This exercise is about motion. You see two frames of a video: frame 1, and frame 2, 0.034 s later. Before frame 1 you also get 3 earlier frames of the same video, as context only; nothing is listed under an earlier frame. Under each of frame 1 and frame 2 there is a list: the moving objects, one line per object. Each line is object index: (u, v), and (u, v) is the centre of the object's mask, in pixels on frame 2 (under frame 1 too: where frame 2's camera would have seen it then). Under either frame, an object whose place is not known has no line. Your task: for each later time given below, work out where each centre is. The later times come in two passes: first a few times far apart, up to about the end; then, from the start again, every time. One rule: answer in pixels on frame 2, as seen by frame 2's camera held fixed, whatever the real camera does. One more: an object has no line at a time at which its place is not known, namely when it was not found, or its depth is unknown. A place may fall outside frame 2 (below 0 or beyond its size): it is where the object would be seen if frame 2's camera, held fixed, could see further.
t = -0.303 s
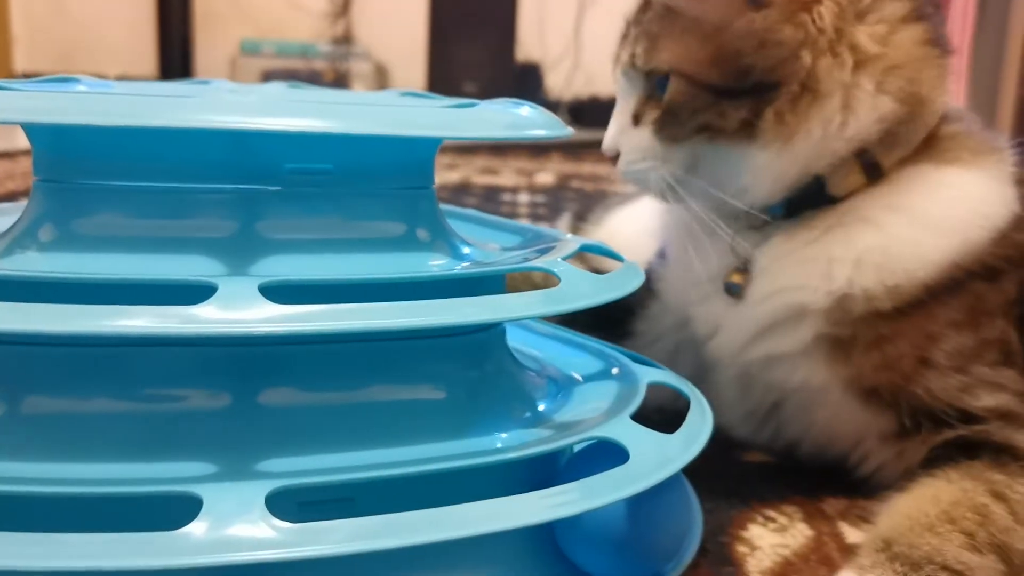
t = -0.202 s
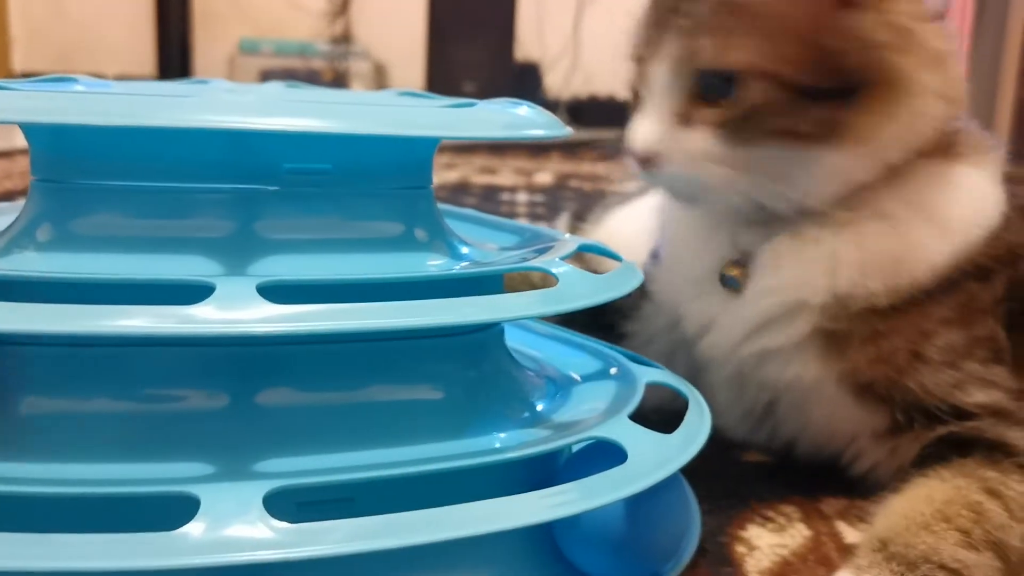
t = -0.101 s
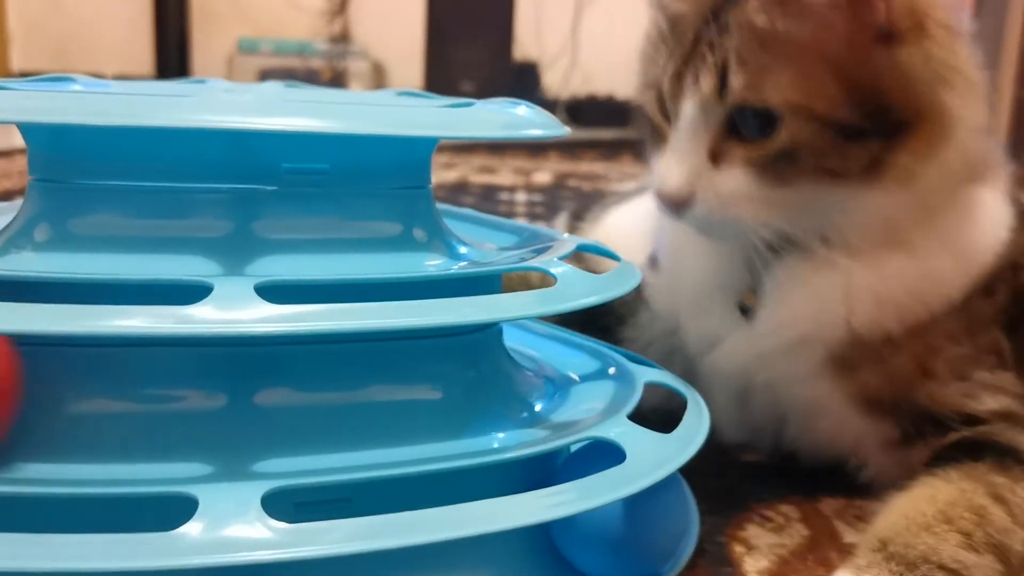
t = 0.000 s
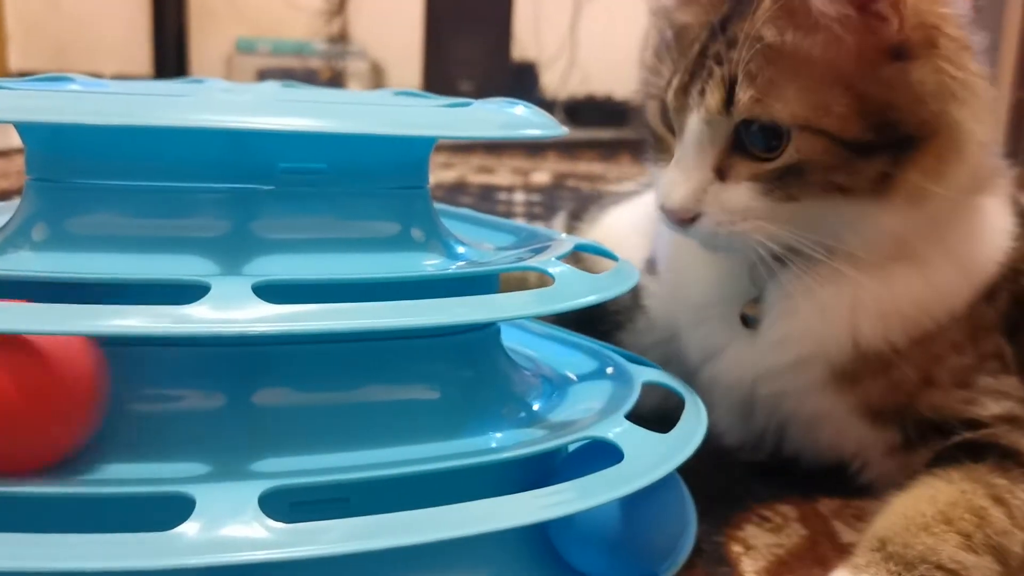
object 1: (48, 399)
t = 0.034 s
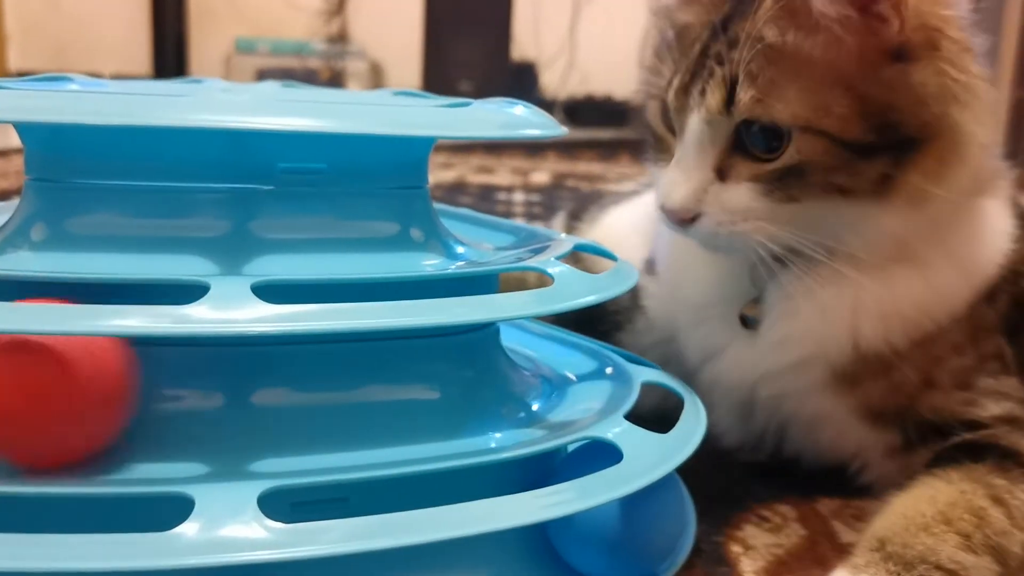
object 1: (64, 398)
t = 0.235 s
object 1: (175, 397)
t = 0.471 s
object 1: (277, 395)
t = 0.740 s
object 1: (389, 387)
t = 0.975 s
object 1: (483, 376)
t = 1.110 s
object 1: (529, 370)
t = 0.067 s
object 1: (80, 397)
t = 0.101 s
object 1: (97, 399)
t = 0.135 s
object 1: (119, 400)
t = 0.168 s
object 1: (139, 401)
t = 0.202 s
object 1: (157, 400)
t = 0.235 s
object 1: (175, 397)
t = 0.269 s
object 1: (193, 394)
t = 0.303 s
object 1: (208, 395)
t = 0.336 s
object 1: (223, 397)
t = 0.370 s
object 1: (237, 398)
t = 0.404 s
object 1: (251, 398)
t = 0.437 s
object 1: (264, 397)
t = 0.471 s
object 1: (277, 395)
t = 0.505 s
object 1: (291, 393)
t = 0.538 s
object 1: (305, 391)
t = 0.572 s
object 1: (319, 392)
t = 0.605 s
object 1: (334, 392)
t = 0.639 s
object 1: (350, 392)
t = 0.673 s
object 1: (364, 391)
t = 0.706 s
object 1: (377, 390)
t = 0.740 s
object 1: (389, 387)
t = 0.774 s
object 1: (403, 383)
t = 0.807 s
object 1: (419, 383)
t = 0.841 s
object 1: (435, 384)
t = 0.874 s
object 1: (450, 383)
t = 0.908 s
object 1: (463, 381)
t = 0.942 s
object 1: (474, 380)
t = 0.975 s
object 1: (483, 376)
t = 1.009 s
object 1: (494, 375)
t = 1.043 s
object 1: (509, 374)
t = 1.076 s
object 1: (522, 372)
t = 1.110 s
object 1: (529, 370)
